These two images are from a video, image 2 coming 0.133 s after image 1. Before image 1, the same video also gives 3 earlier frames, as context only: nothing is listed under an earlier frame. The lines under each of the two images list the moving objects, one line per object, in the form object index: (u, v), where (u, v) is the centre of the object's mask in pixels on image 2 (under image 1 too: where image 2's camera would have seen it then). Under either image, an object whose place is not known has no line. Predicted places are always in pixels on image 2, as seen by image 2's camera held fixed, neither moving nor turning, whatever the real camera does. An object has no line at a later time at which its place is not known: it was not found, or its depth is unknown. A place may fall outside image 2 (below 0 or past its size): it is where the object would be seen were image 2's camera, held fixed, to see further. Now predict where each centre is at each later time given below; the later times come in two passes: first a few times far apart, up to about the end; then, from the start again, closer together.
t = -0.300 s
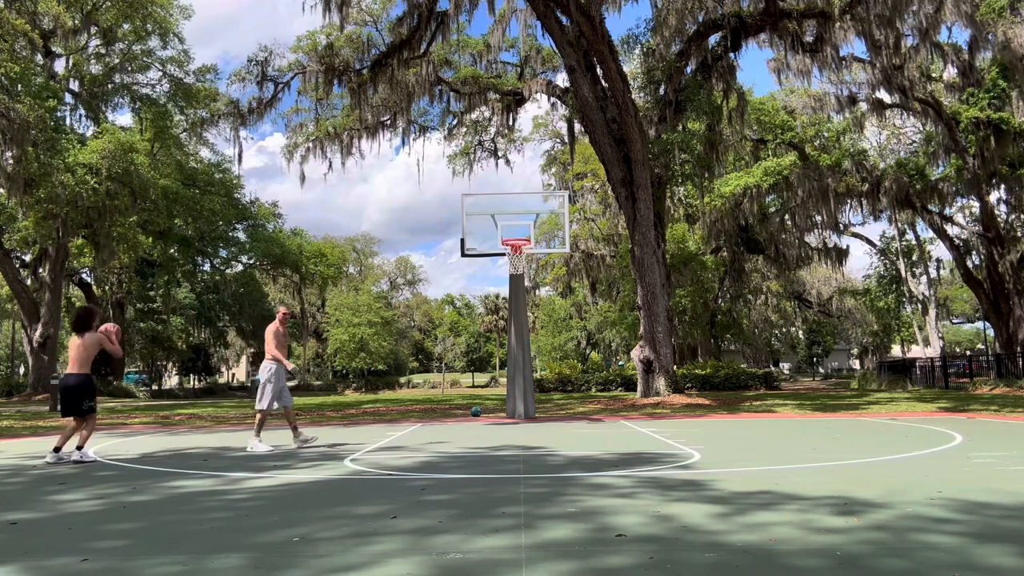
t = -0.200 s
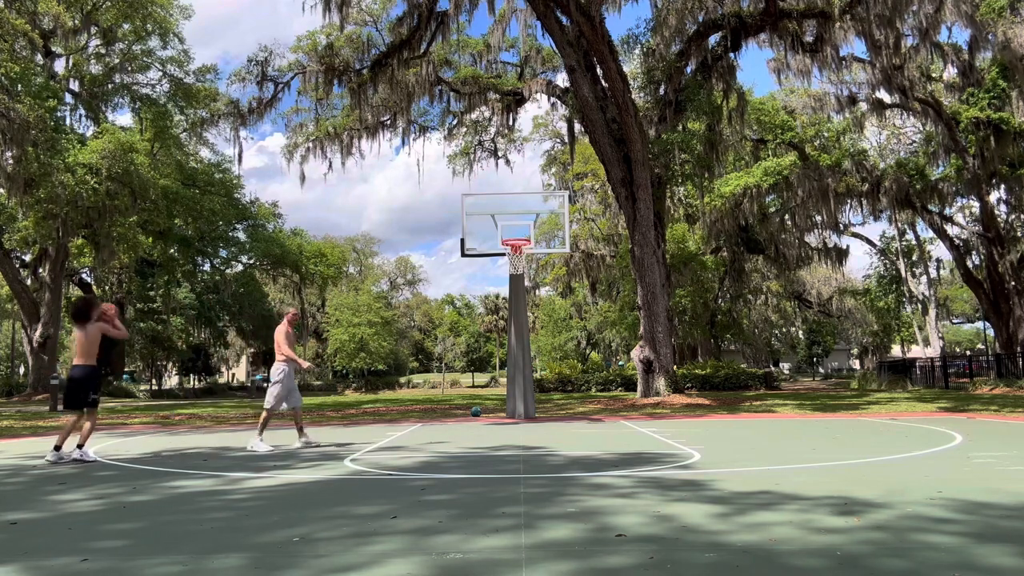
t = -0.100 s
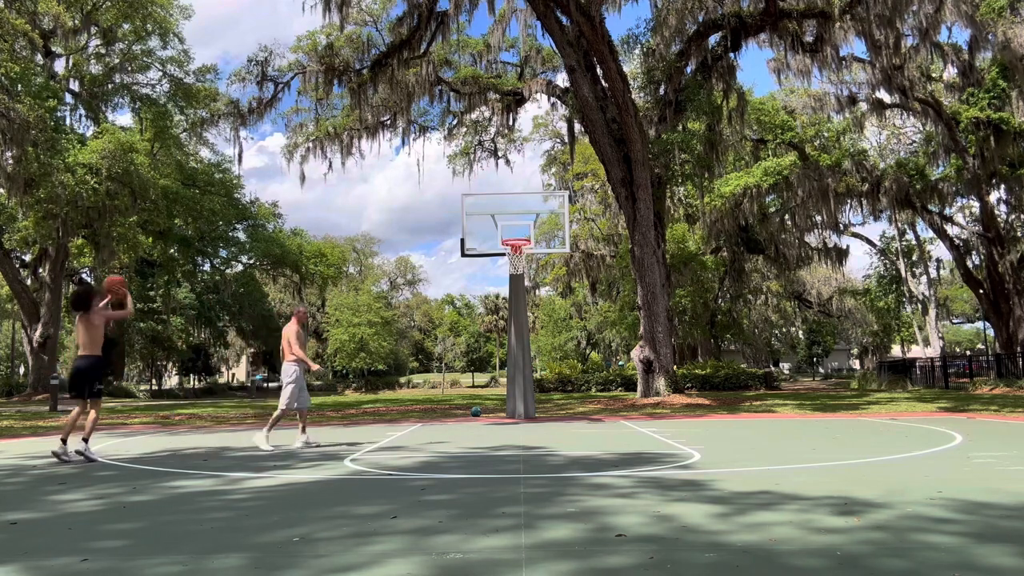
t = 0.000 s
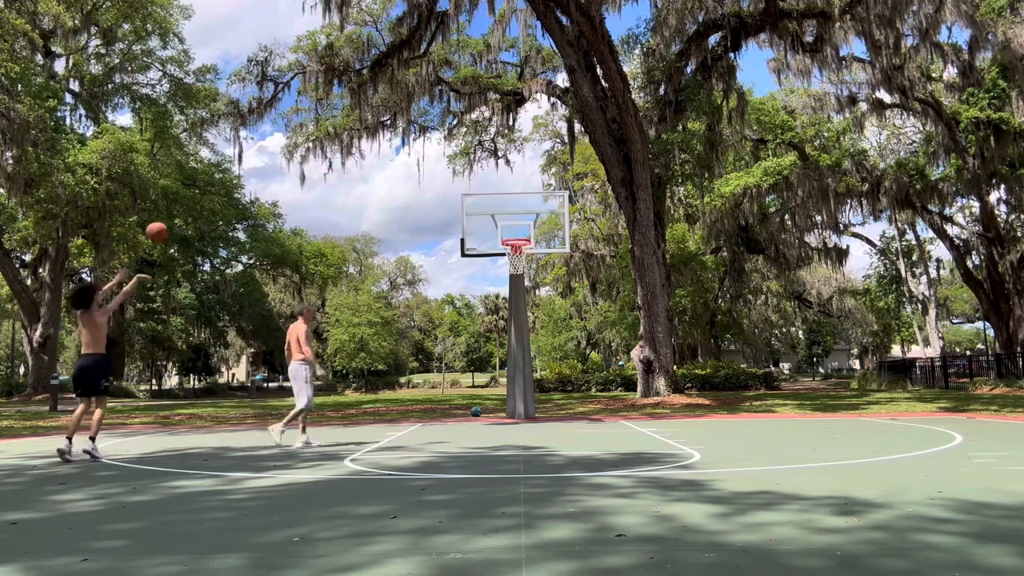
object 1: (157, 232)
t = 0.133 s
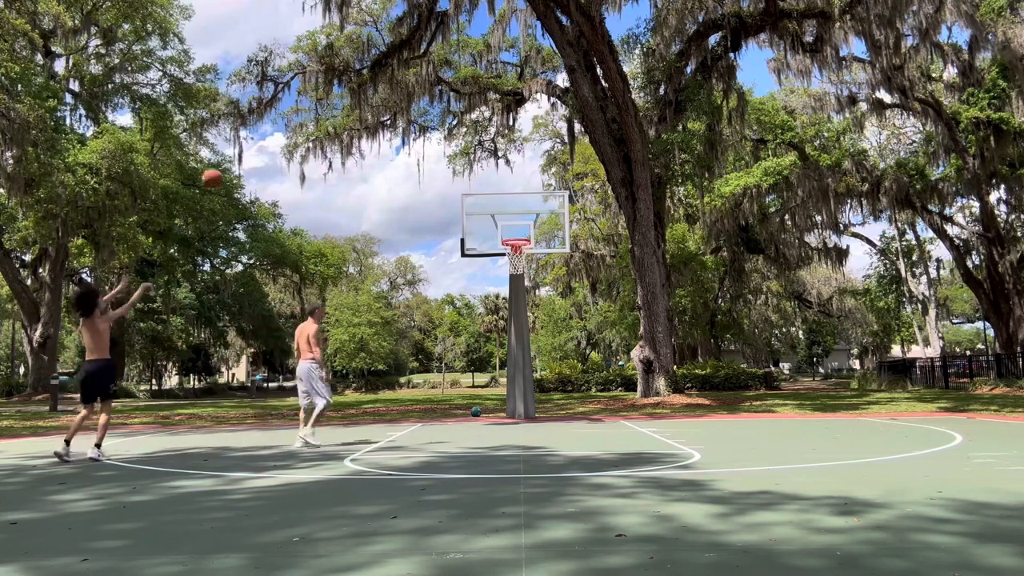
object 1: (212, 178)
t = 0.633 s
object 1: (377, 118)
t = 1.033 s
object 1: (479, 187)
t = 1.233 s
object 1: (519, 230)
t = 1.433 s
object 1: (541, 225)
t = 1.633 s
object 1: (556, 233)
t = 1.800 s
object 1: (569, 256)
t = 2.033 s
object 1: (594, 326)
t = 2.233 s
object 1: (618, 421)
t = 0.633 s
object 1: (377, 118)
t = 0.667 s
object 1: (385, 120)
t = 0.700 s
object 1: (396, 123)
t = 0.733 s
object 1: (404, 126)
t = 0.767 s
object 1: (414, 131)
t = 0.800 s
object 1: (422, 136)
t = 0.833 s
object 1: (431, 142)
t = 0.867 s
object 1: (439, 147)
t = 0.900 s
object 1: (447, 154)
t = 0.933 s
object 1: (455, 161)
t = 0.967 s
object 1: (464, 170)
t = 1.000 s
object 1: (472, 178)
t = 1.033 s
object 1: (479, 187)
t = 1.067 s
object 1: (487, 196)
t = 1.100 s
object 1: (494, 207)
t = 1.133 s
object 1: (501, 217)
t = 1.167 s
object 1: (509, 228)
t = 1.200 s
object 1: (515, 233)
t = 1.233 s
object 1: (519, 230)
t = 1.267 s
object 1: (524, 230)
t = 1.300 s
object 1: (528, 228)
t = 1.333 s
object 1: (532, 229)
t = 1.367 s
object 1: (536, 228)
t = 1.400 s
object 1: (538, 227)
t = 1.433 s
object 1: (541, 225)
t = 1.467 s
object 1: (543, 226)
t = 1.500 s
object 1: (545, 226)
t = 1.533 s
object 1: (548, 227)
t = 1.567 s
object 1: (550, 228)
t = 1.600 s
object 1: (553, 230)
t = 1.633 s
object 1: (556, 233)
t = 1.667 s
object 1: (559, 236)
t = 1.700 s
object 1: (562, 240)
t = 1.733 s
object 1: (565, 245)
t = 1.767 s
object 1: (568, 251)
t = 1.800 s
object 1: (569, 256)
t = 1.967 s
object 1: (587, 301)
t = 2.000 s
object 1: (589, 313)
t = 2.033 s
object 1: (594, 326)
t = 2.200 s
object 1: (614, 403)
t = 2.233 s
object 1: (618, 421)
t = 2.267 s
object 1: (621, 419)
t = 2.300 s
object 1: (623, 404)
